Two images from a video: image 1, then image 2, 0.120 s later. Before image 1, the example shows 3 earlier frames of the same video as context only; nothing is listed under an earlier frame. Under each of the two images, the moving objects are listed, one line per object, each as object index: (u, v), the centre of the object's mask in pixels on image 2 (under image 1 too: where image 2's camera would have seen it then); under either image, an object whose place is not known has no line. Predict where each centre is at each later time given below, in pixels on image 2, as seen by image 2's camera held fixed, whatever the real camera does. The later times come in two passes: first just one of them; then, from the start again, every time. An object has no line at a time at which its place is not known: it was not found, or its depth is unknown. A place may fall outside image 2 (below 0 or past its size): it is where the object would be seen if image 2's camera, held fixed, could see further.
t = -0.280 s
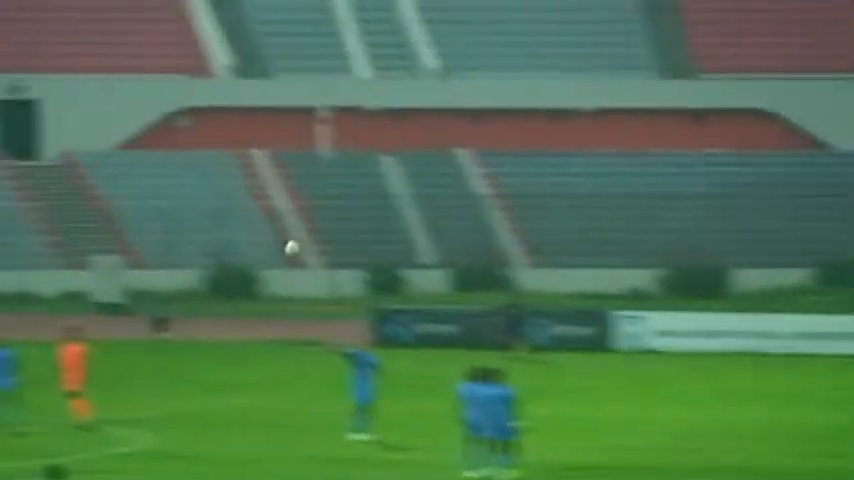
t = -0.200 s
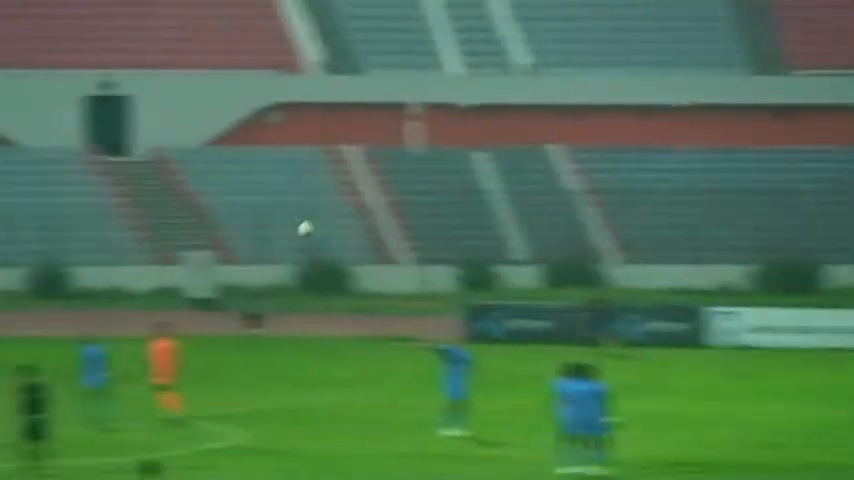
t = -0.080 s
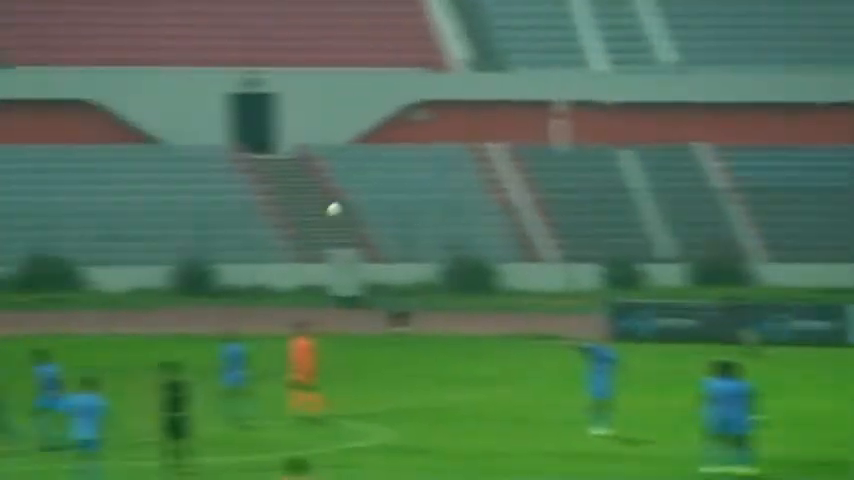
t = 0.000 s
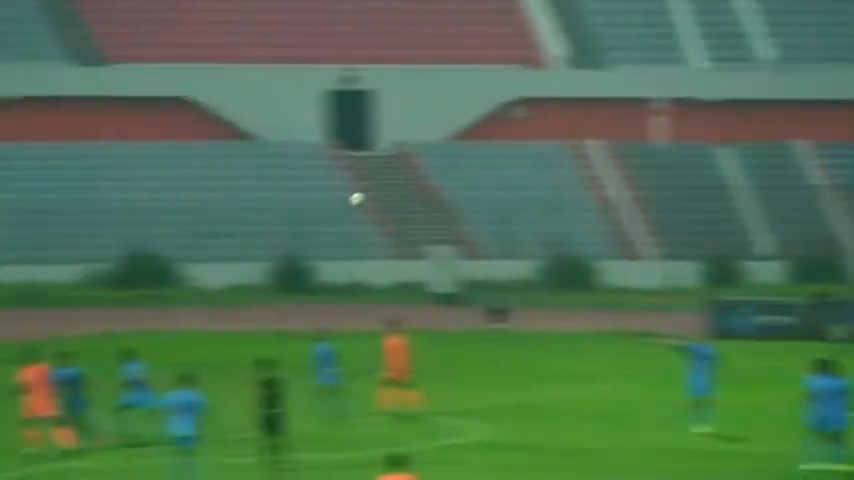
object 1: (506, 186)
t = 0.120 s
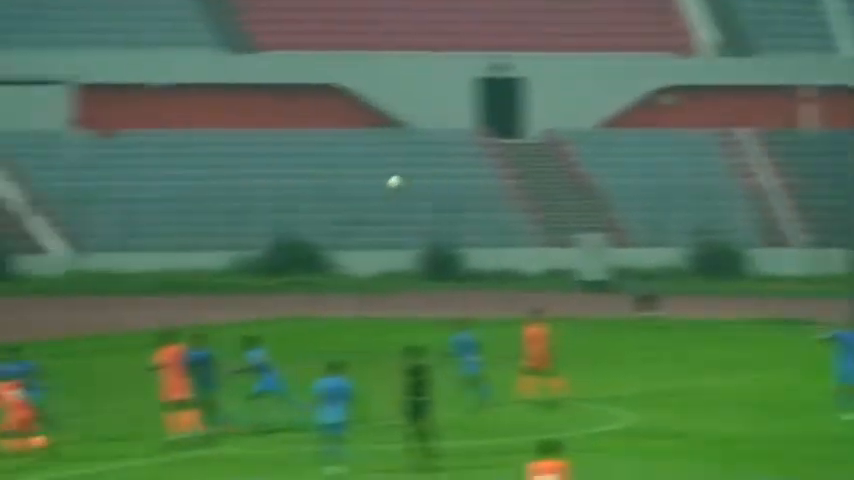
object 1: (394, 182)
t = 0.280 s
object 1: (251, 186)
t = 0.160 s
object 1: (358, 182)
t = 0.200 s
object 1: (323, 182)
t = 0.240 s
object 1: (287, 184)
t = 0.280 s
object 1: (251, 186)
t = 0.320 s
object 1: (215, 189)
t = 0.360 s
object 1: (181, 193)
